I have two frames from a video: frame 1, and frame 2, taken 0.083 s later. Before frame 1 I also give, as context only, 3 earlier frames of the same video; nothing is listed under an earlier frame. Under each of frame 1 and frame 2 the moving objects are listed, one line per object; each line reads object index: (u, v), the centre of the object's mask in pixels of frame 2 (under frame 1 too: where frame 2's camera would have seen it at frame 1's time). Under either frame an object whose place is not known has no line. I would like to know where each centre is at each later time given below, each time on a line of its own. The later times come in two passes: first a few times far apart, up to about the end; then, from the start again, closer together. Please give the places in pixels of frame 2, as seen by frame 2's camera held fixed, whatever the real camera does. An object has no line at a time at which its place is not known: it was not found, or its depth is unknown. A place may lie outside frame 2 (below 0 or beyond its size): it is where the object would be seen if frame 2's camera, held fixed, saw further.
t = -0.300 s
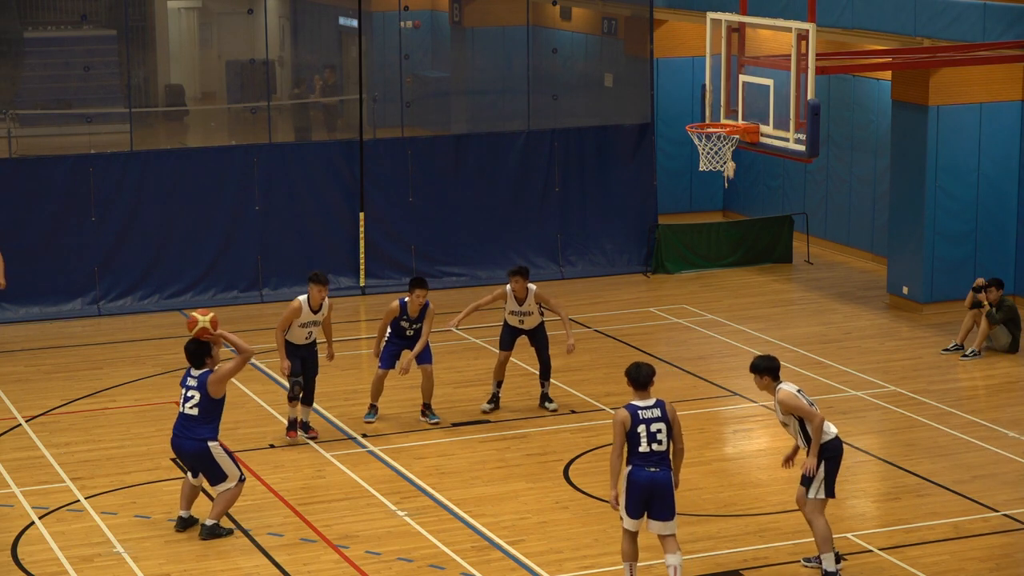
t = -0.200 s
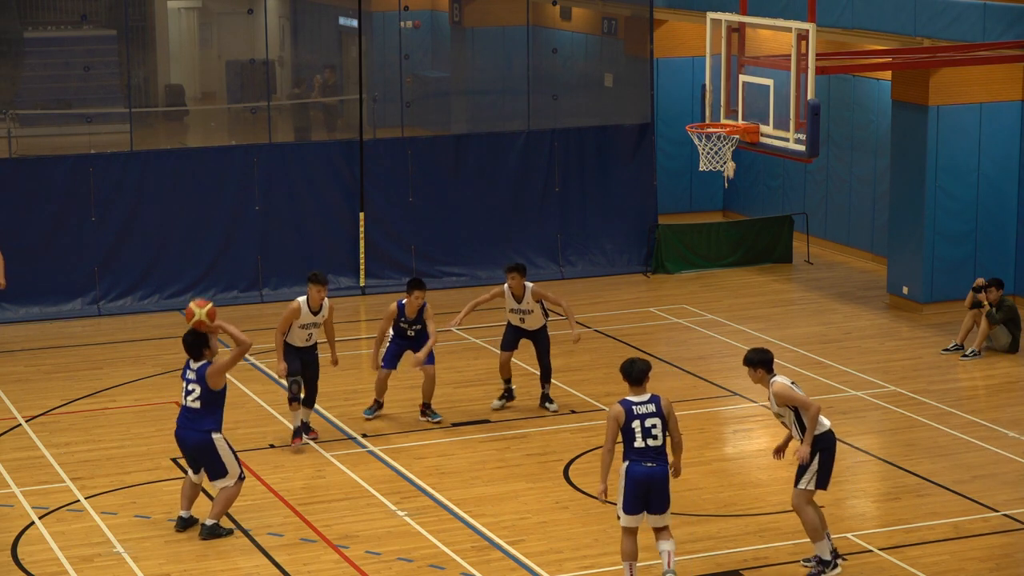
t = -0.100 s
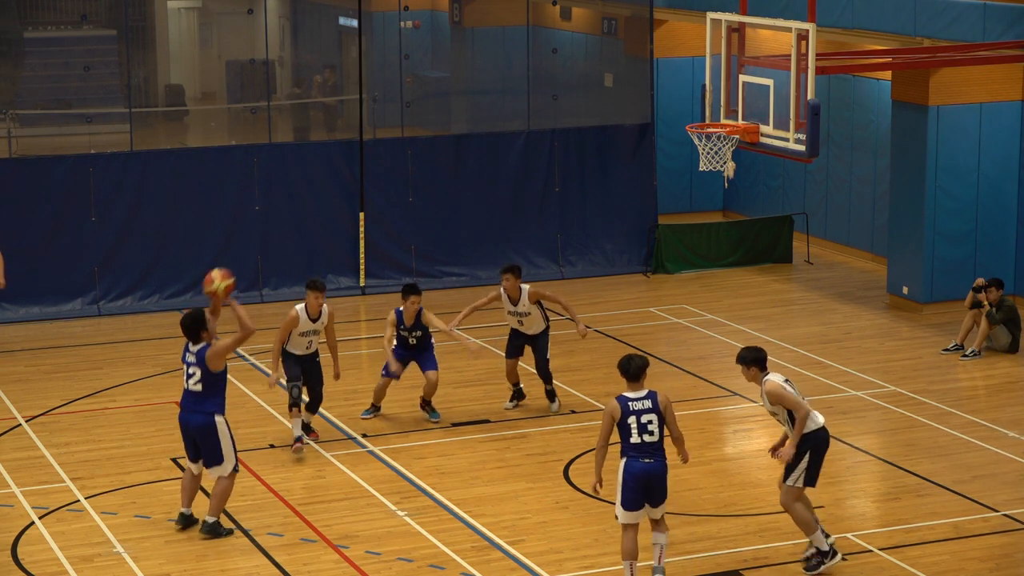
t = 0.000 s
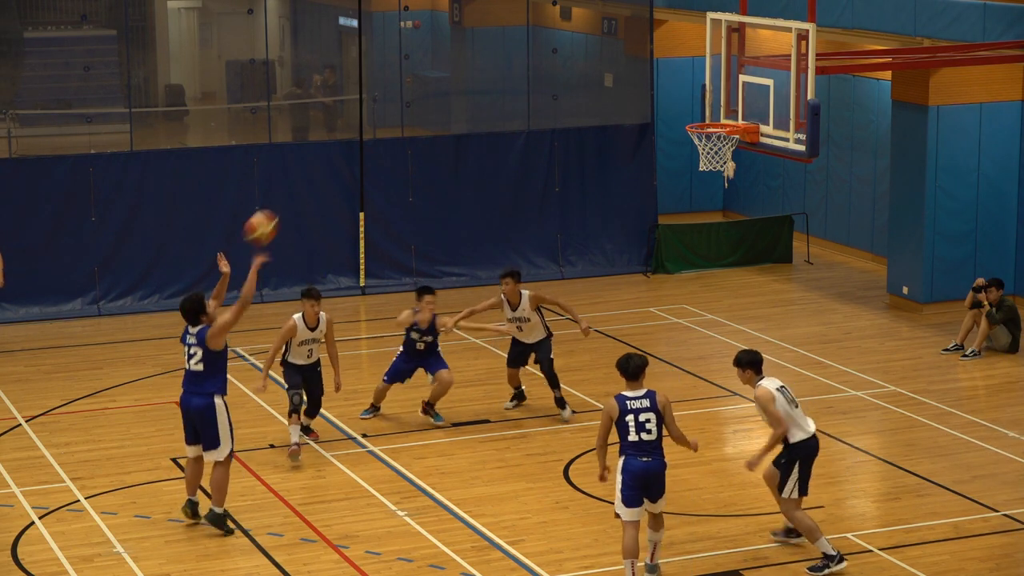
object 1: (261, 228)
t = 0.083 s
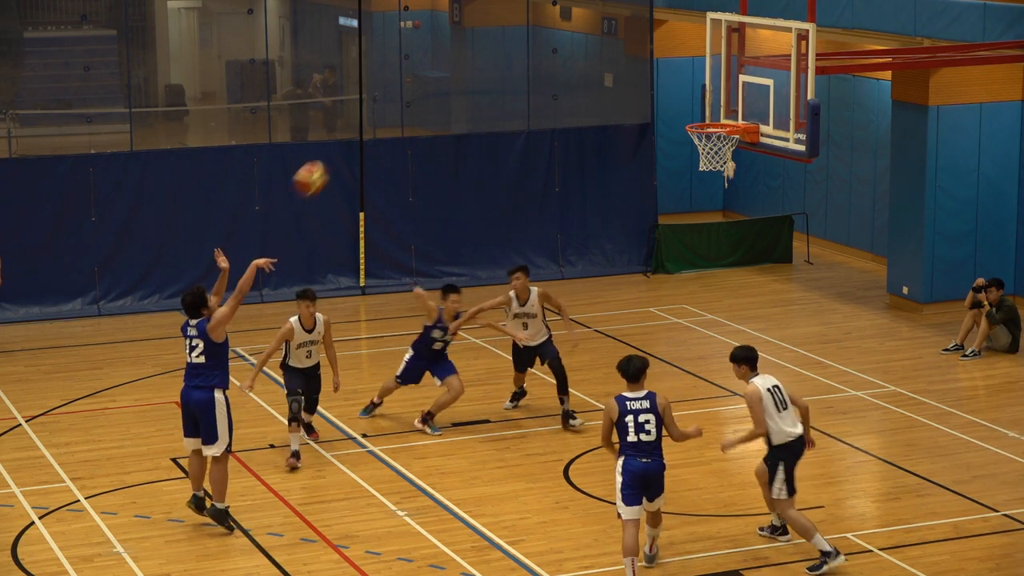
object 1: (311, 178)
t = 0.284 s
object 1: (430, 95)
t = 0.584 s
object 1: (600, 61)
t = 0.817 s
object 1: (724, 105)
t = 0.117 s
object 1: (331, 161)
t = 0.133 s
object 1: (340, 153)
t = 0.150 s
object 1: (352, 145)
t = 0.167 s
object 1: (361, 138)
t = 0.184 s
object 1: (371, 130)
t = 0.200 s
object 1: (381, 124)
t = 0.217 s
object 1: (390, 117)
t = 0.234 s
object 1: (400, 111)
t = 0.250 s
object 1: (410, 105)
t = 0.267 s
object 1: (420, 99)
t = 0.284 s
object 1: (430, 95)
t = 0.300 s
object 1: (439, 90)
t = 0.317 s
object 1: (449, 86)
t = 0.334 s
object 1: (459, 82)
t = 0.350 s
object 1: (468, 78)
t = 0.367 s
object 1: (477, 75)
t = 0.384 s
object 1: (488, 71)
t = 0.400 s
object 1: (497, 69)
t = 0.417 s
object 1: (506, 67)
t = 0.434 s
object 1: (516, 65)
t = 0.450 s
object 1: (525, 63)
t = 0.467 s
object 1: (535, 62)
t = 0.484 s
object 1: (545, 60)
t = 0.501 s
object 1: (553, 60)
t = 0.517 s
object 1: (563, 59)
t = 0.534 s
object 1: (573, 59)
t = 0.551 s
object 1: (581, 59)
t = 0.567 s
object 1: (591, 59)
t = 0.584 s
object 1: (600, 61)
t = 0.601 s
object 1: (609, 62)
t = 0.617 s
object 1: (618, 63)
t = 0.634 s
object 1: (627, 65)
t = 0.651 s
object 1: (636, 67)
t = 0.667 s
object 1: (644, 70)
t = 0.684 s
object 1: (653, 72)
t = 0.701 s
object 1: (662, 75)
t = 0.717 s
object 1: (671, 79)
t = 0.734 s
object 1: (680, 82)
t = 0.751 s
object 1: (689, 86)
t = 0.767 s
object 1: (698, 91)
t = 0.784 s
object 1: (705, 95)
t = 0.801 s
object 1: (715, 101)
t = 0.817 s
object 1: (724, 105)
